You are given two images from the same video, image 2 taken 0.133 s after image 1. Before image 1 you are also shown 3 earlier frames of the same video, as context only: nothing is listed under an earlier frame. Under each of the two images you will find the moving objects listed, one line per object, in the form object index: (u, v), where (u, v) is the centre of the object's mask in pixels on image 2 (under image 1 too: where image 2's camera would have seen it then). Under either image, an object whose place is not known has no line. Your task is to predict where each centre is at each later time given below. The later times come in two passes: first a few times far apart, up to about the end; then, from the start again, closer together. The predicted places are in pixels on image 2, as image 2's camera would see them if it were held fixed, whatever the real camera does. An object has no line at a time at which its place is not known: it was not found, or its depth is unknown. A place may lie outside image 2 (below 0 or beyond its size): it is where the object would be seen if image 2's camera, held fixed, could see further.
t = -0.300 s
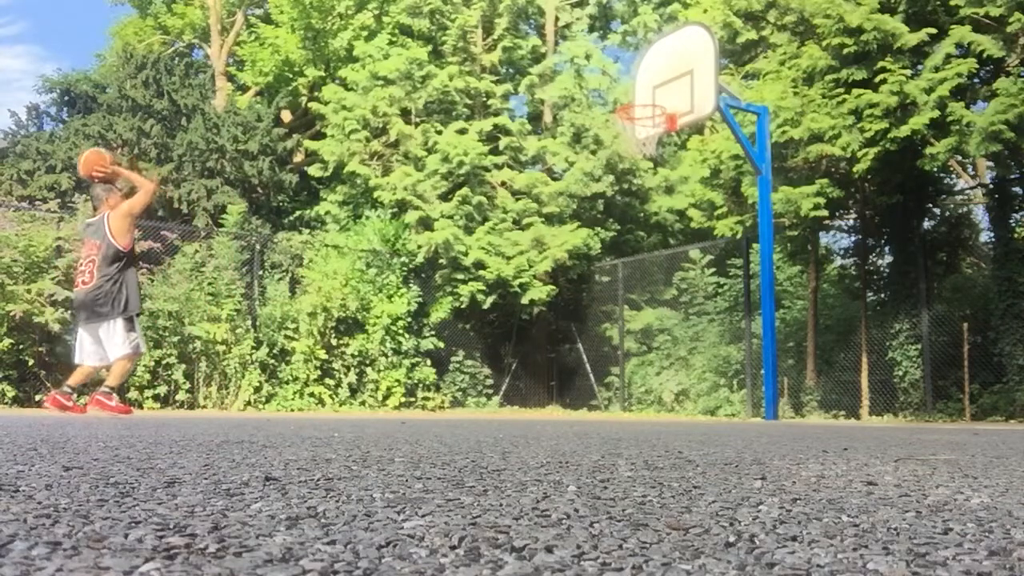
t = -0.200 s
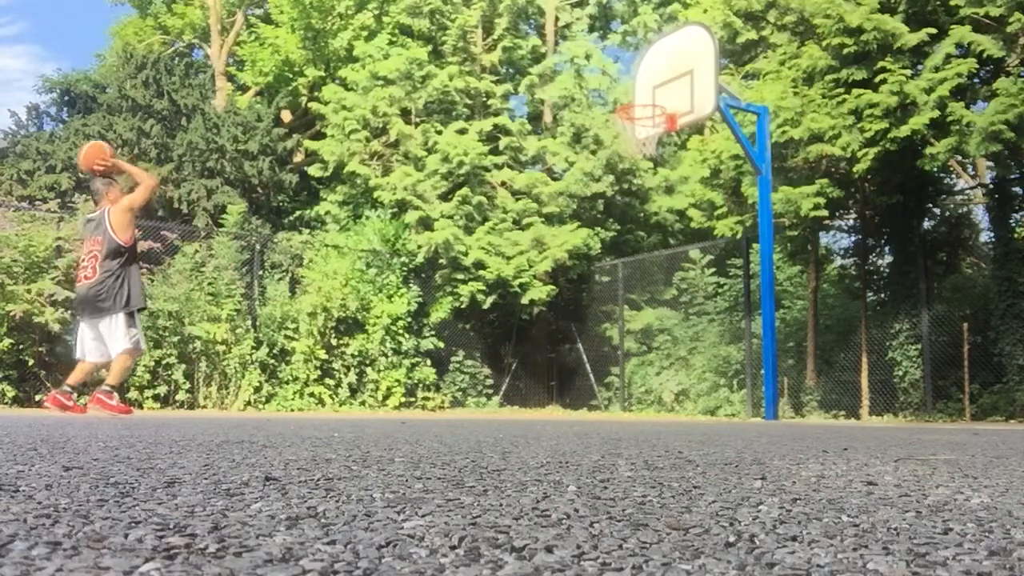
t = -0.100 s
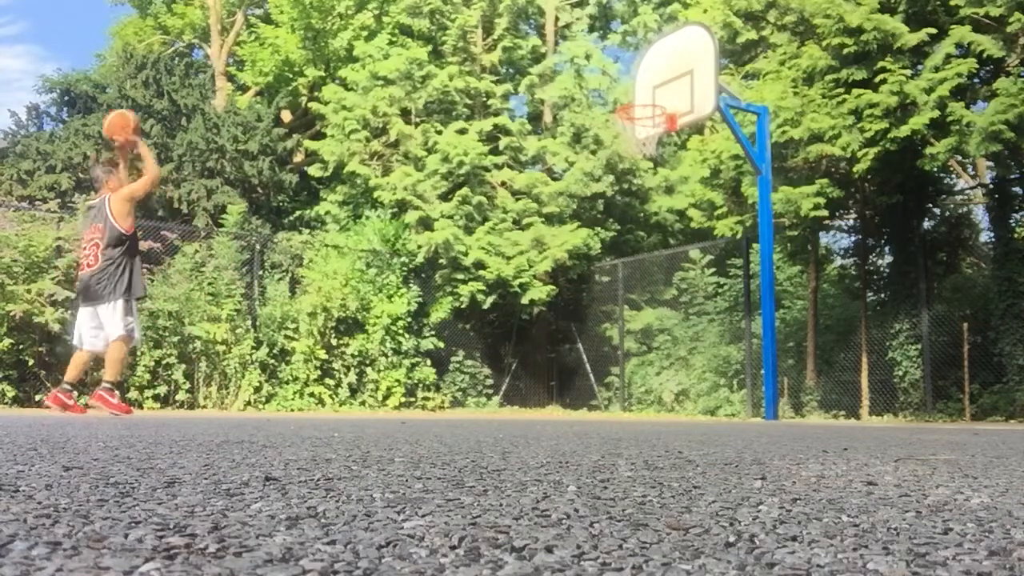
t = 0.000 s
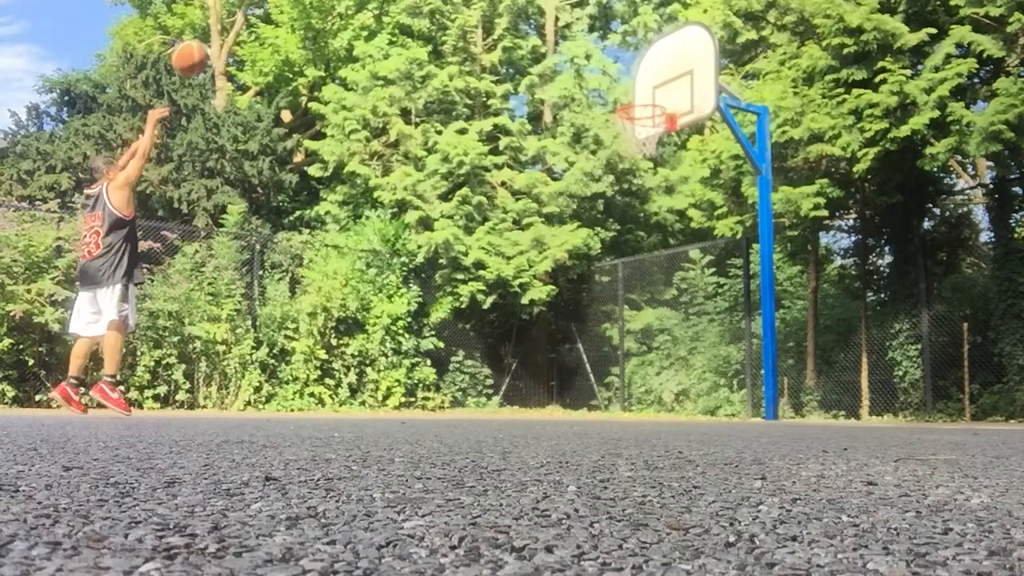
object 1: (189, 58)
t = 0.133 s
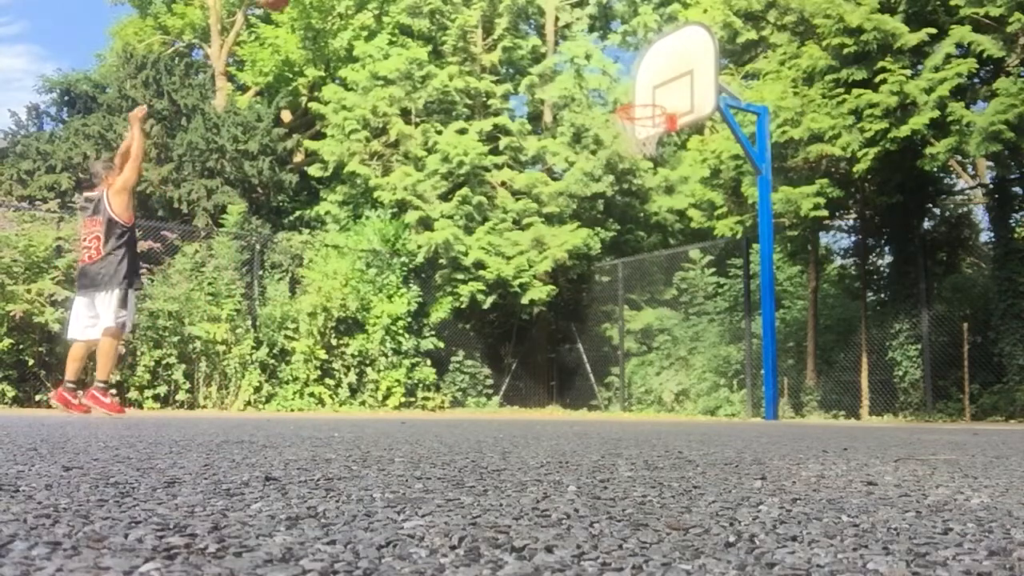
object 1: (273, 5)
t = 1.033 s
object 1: (644, 115)
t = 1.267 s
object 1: (682, 181)
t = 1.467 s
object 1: (712, 264)
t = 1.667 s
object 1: (743, 384)
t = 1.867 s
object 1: (742, 327)
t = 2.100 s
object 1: (732, 256)
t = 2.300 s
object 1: (726, 239)
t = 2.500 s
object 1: (718, 255)
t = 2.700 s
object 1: (713, 313)
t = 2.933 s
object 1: (710, 392)
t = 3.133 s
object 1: (713, 320)
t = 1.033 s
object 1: (644, 115)
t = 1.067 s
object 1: (654, 128)
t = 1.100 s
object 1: (660, 136)
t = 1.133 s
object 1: (662, 143)
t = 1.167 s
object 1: (668, 151)
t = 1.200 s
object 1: (673, 160)
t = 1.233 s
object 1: (677, 170)
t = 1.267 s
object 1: (682, 181)
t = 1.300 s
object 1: (689, 192)
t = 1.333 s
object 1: (692, 205)
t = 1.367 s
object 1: (697, 218)
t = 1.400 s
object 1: (702, 233)
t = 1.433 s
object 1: (708, 248)
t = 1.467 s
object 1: (712, 264)
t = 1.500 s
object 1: (717, 283)
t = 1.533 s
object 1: (723, 300)
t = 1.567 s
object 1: (728, 320)
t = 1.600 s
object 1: (733, 341)
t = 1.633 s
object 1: (738, 362)
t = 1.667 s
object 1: (743, 384)
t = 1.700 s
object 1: (748, 408)
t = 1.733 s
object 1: (748, 394)
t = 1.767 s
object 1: (745, 375)
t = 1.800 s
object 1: (743, 357)
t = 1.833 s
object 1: (743, 342)
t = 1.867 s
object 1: (742, 327)
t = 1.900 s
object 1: (740, 314)
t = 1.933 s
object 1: (738, 301)
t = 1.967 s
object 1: (737, 290)
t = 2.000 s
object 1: (735, 279)
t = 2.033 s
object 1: (734, 270)
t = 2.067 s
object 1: (733, 263)
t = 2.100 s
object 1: (732, 256)
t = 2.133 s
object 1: (730, 250)
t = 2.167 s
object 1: (729, 246)
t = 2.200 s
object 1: (728, 243)
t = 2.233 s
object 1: (727, 240)
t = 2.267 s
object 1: (726, 239)
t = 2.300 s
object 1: (726, 239)
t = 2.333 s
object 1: (724, 239)
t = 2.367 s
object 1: (723, 239)
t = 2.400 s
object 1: (722, 242)
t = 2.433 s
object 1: (720, 244)
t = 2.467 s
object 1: (719, 250)
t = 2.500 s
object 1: (718, 255)
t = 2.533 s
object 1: (717, 262)
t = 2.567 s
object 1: (716, 270)
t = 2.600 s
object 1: (715, 280)
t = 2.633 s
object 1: (715, 290)
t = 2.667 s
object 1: (714, 300)
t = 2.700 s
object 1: (713, 313)
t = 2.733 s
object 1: (712, 326)
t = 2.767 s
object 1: (711, 342)
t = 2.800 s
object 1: (710, 357)
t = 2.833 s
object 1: (710, 375)
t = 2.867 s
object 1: (710, 393)
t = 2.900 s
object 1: (709, 407)
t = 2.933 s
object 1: (710, 392)
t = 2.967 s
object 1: (710, 376)
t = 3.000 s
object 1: (711, 364)
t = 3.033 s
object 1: (711, 350)
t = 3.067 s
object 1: (712, 341)
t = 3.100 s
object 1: (712, 329)
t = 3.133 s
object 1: (713, 320)
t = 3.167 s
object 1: (713, 313)
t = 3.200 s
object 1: (714, 307)
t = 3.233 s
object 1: (714, 301)
